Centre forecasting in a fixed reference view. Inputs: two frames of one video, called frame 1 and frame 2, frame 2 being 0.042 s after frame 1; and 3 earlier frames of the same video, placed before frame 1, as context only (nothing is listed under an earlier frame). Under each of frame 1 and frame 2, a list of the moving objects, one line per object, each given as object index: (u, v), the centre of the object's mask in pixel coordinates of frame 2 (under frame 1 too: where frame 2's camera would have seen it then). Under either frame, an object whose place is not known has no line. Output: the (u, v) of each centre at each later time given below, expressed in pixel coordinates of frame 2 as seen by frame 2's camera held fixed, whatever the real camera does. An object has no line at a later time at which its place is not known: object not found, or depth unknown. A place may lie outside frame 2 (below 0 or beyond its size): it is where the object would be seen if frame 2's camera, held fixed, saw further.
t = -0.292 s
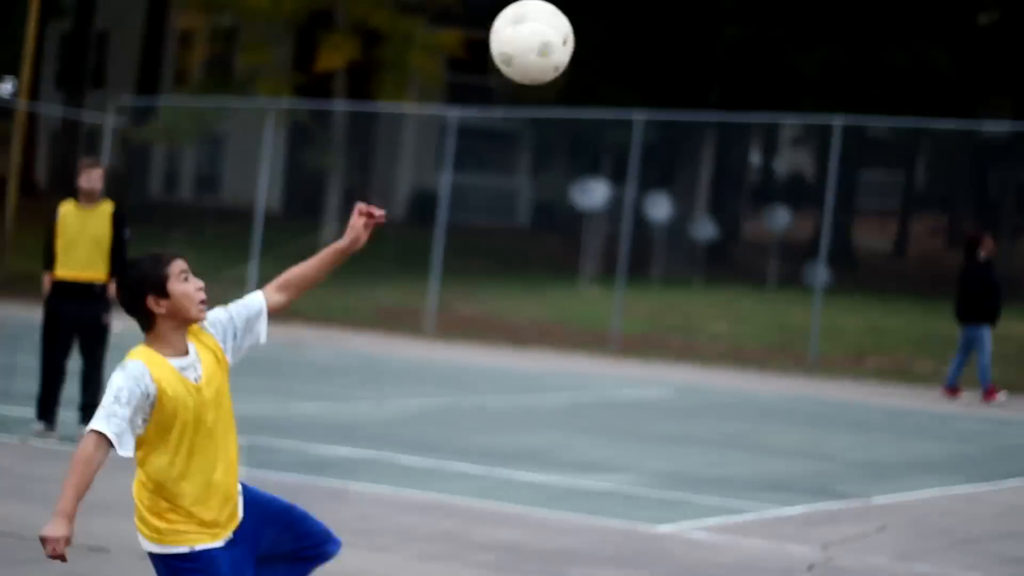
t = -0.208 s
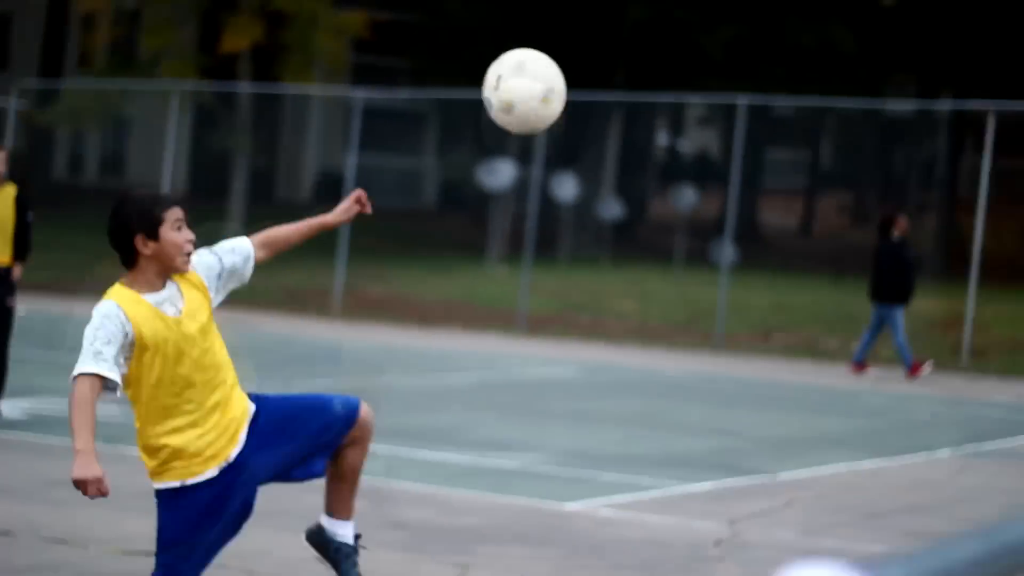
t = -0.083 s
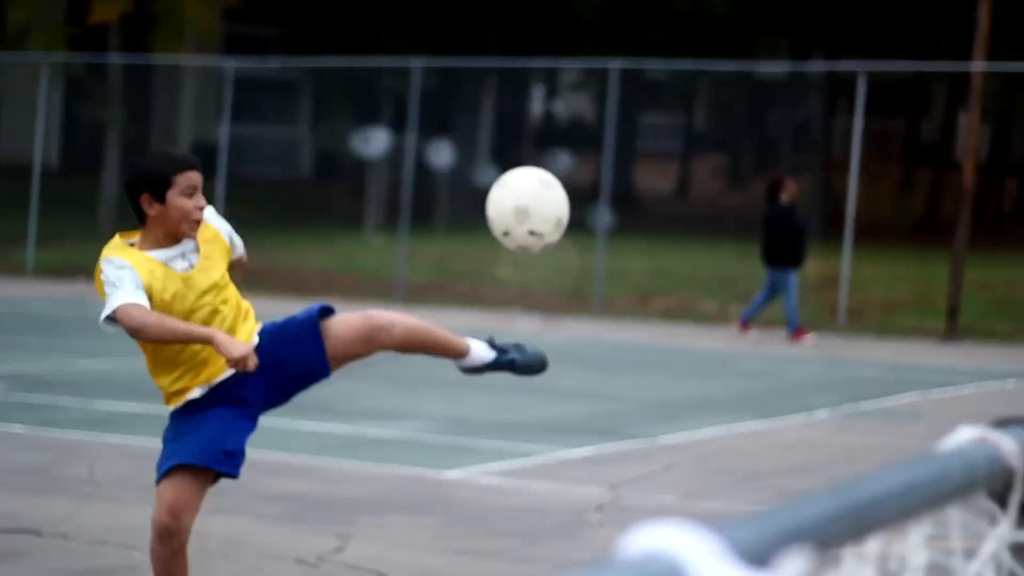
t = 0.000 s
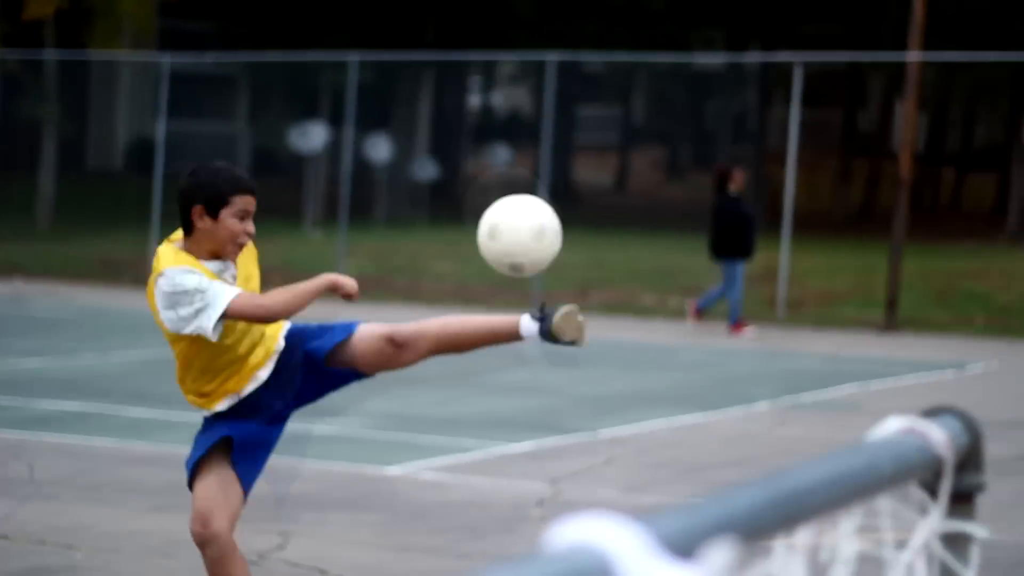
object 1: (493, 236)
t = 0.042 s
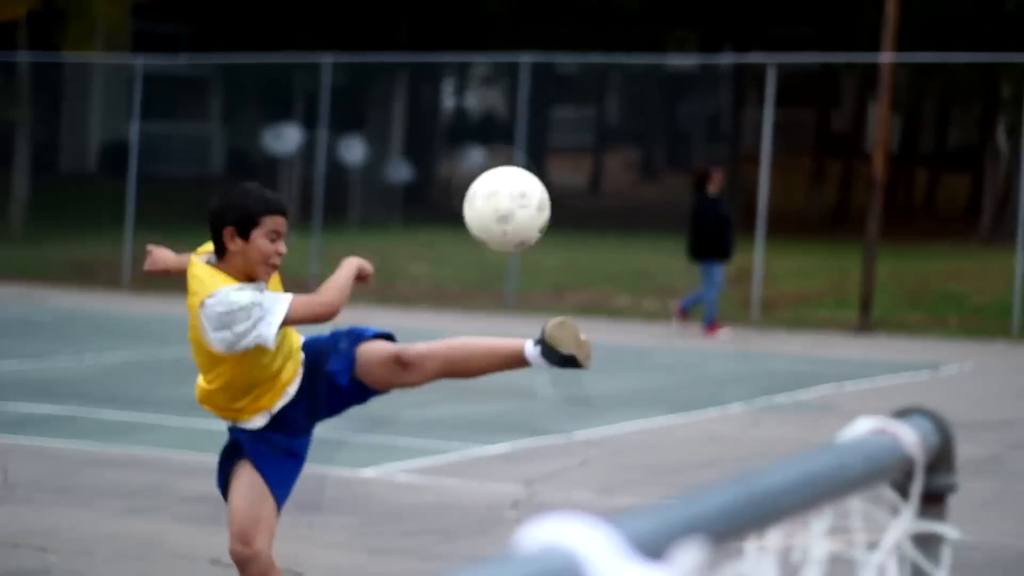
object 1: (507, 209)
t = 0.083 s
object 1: (520, 186)
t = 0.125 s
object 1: (533, 168)
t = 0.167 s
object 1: (542, 157)
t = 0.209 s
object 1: (549, 153)
